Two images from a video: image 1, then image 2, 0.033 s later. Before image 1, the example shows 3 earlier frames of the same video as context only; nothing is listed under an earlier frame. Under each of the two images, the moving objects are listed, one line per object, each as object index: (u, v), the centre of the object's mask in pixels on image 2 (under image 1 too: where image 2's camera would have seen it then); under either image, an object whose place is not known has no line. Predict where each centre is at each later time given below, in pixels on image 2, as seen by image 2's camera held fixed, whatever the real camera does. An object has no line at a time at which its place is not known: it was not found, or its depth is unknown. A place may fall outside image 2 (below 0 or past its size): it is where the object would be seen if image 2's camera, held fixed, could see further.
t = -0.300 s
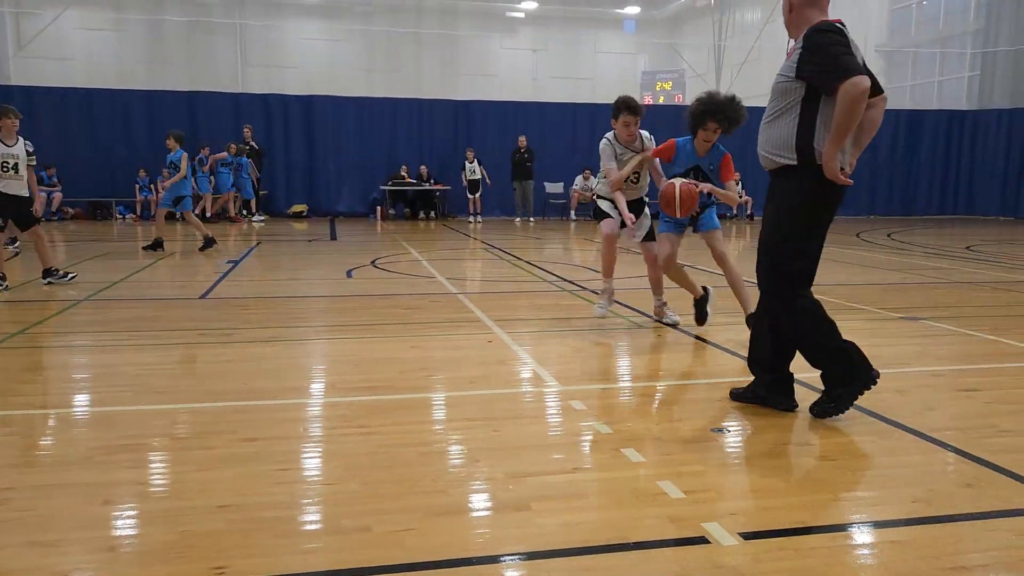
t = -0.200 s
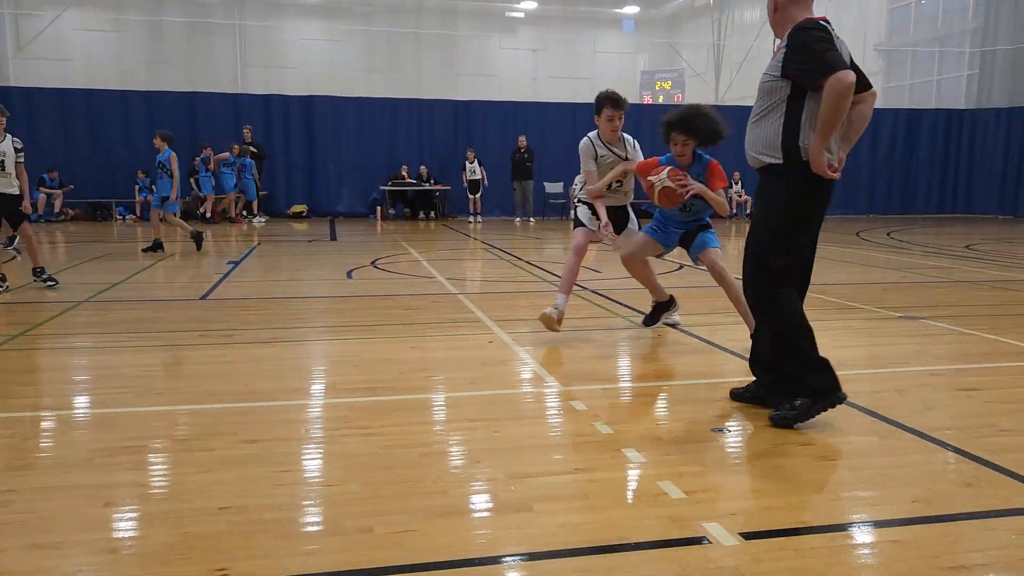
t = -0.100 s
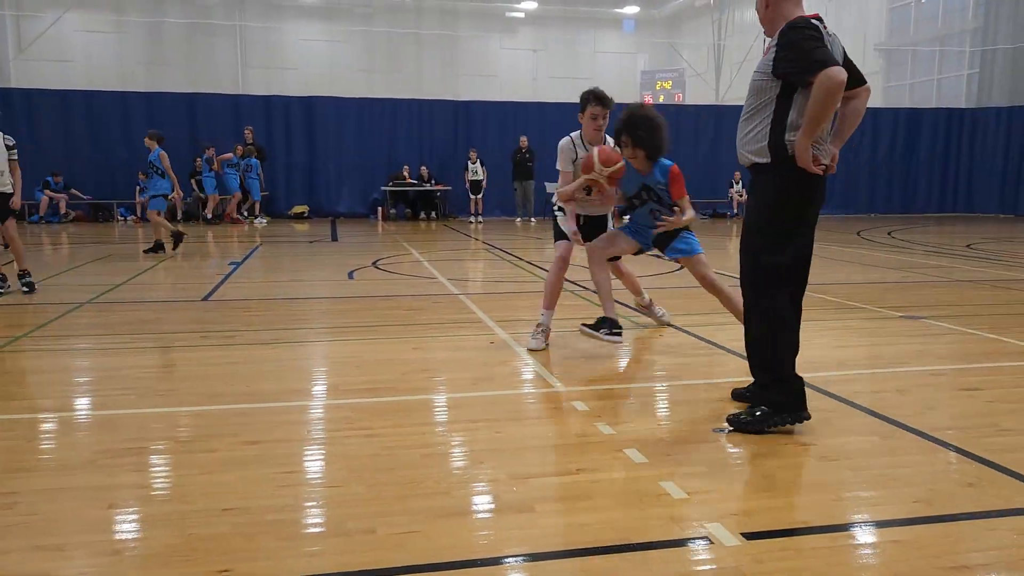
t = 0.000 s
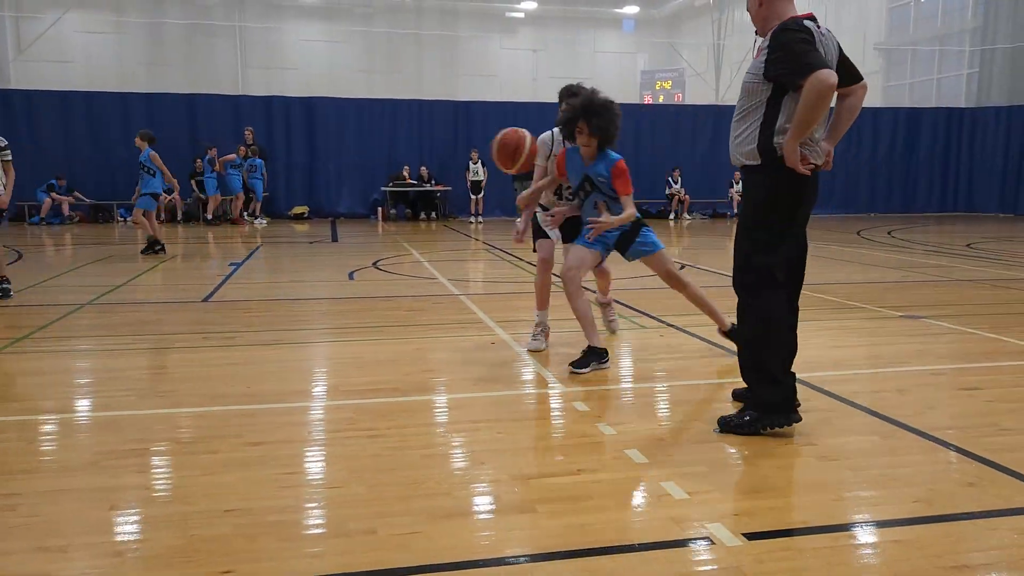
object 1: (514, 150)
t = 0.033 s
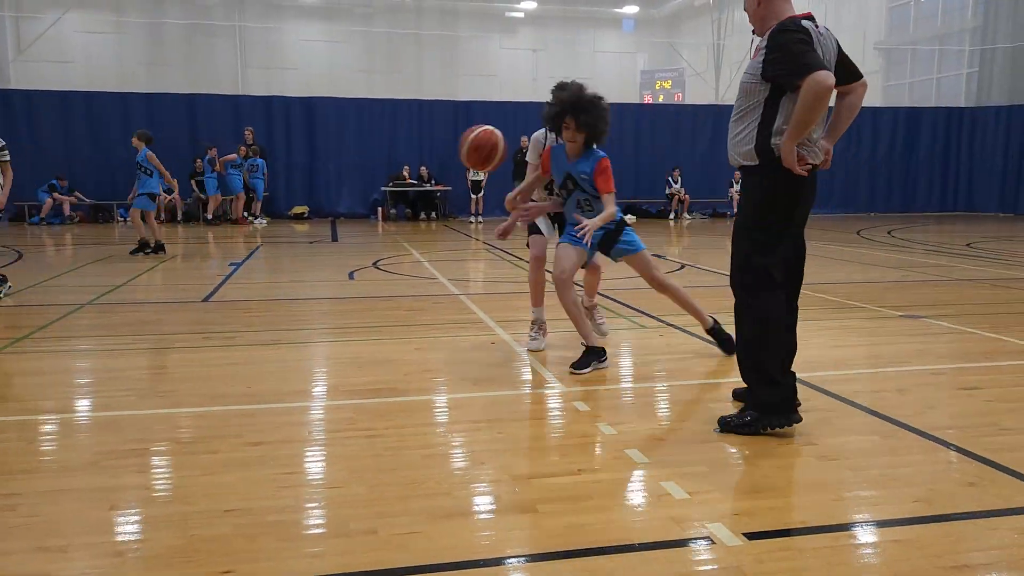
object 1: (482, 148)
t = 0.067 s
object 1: (449, 149)
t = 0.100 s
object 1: (415, 151)
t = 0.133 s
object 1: (379, 156)
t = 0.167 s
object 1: (343, 164)
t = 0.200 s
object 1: (305, 175)
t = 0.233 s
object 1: (266, 189)
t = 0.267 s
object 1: (227, 206)
